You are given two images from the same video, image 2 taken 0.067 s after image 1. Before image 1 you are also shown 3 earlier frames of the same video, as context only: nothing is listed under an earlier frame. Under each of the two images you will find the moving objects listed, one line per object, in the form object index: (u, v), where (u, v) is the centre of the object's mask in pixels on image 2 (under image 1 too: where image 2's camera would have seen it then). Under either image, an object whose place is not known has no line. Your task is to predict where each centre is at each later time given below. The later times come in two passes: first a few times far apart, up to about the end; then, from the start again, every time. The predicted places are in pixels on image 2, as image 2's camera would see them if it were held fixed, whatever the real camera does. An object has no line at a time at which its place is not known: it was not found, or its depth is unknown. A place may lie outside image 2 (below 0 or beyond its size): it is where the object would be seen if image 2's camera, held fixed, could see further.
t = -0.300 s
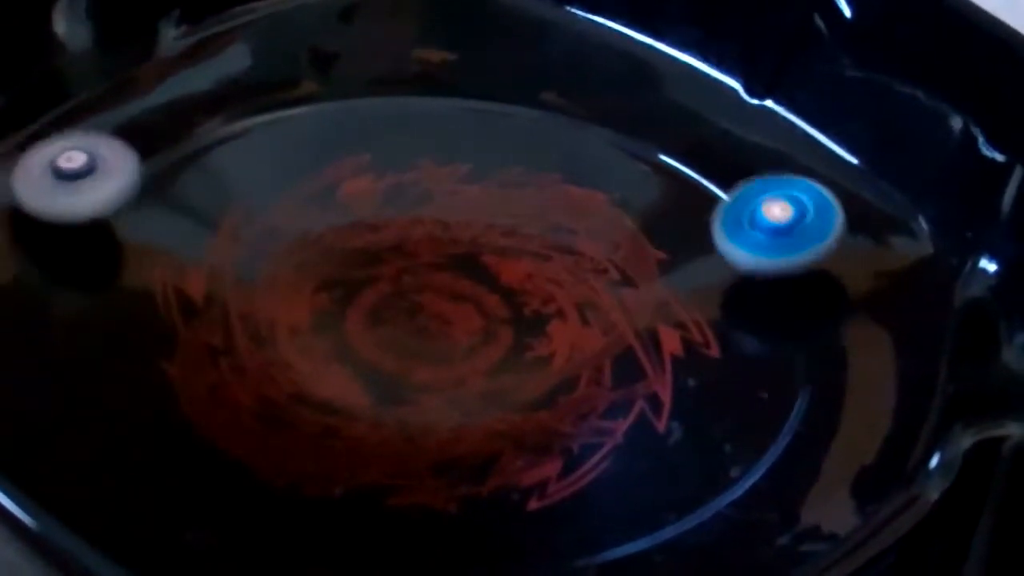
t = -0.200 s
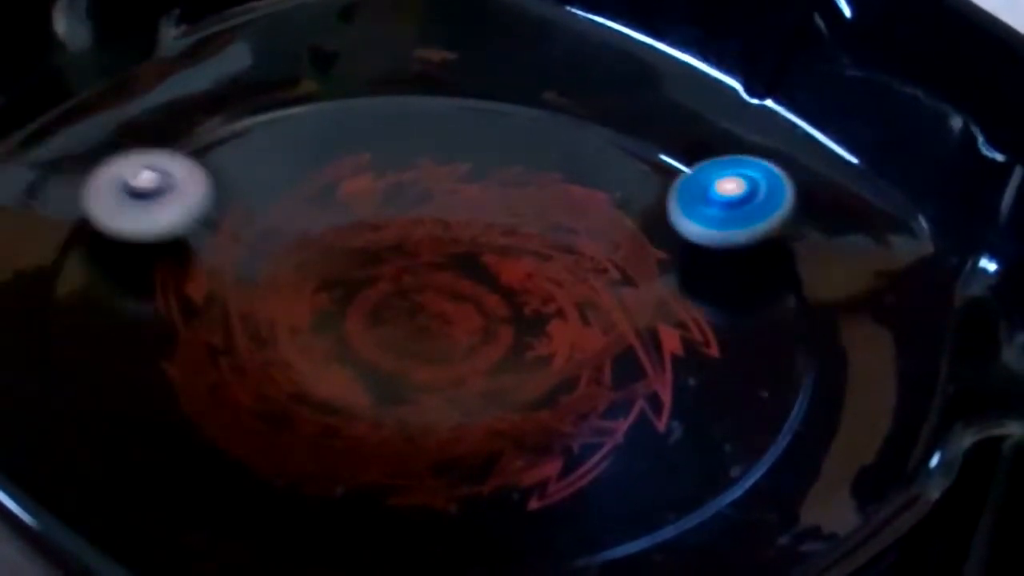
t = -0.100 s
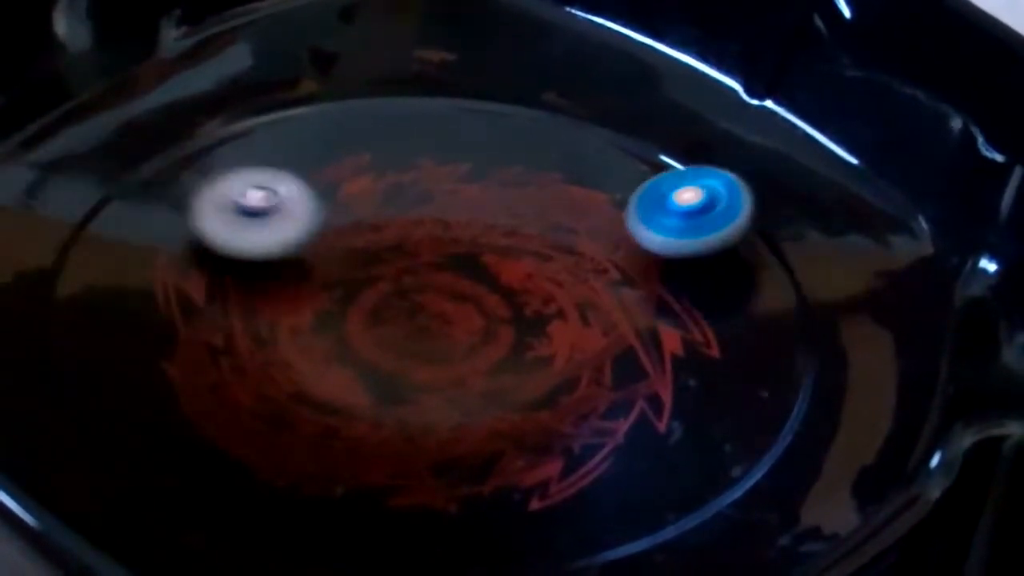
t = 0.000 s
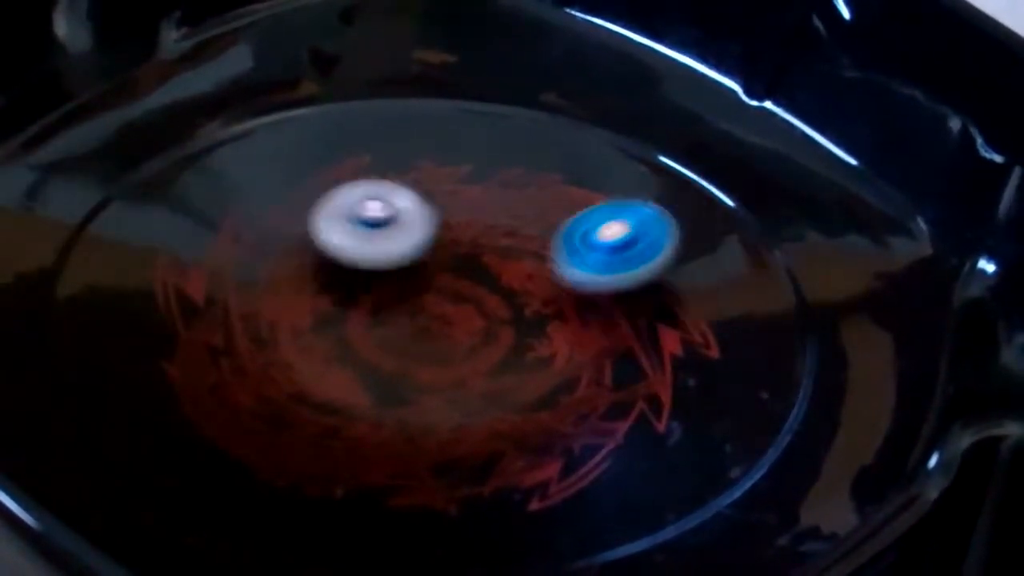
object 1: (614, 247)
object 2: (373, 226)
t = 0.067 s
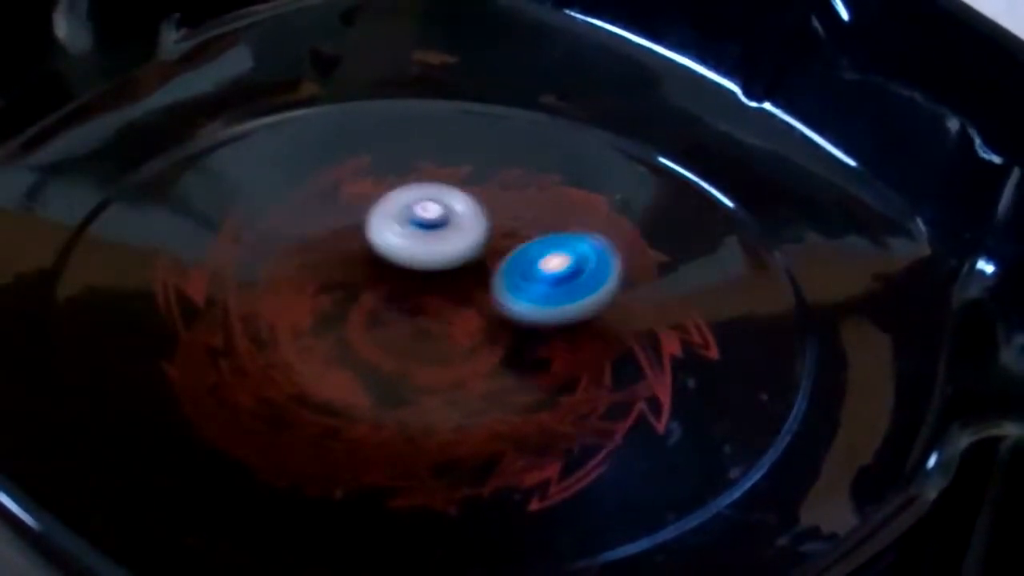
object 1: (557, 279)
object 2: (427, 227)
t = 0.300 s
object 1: (518, 440)
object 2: (486, 237)
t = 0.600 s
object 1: (673, 454)
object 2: (482, 253)
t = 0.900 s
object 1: (483, 405)
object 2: (411, 206)
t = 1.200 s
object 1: (440, 431)
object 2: (396, 112)
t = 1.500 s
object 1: (231, 318)
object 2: (545, 263)
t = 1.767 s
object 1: (161, 359)
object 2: (422, 395)
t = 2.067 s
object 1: (170, 293)
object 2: (541, 405)
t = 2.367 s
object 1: (292, 244)
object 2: (524, 368)
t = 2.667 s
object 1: (321, 146)
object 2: (383, 412)
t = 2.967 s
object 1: (391, 225)
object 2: (313, 305)
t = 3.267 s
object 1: (604, 194)
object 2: (323, 349)
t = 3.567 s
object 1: (478, 230)
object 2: (319, 356)
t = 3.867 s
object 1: (552, 407)
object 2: (338, 355)
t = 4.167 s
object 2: (374, 368)
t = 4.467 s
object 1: (435, 271)
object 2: (359, 411)
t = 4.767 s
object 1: (203, 226)
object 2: (336, 328)
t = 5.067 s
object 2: (476, 285)
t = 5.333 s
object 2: (708, 264)
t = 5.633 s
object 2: (660, 315)
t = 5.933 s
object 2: (649, 295)
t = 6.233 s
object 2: (572, 302)
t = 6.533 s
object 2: (476, 223)
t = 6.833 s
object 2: (457, 201)
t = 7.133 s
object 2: (381, 206)
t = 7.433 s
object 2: (353, 233)
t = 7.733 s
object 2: (243, 281)
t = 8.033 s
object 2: (236, 292)
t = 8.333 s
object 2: (317, 314)
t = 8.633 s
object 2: (474, 363)
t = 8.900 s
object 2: (551, 409)
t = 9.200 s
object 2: (451, 443)
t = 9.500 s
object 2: (409, 304)
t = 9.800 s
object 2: (416, 205)
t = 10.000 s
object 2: (457, 153)
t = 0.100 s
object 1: (537, 298)
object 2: (446, 227)
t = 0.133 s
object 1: (525, 320)
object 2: (459, 229)
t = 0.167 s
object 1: (517, 347)
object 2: (467, 231)
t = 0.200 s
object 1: (510, 376)
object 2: (473, 234)
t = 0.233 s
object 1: (506, 403)
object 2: (479, 236)
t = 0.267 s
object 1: (509, 424)
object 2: (483, 237)
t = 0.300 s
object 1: (518, 440)
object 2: (486, 237)
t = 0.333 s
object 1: (534, 452)
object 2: (486, 238)
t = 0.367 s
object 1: (554, 464)
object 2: (484, 238)
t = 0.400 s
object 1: (576, 474)
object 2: (481, 240)
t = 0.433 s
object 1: (602, 483)
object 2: (479, 242)
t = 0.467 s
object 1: (631, 490)
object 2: (479, 246)
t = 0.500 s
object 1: (656, 477)
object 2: (480, 249)
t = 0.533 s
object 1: (670, 469)
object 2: (482, 251)
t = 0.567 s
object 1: (675, 462)
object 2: (482, 252)
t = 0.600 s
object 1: (673, 454)
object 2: (482, 253)
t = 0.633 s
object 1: (667, 443)
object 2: (479, 254)
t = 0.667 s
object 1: (655, 429)
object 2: (475, 256)
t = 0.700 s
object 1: (636, 413)
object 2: (471, 259)
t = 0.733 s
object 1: (612, 397)
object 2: (468, 263)
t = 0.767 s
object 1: (582, 379)
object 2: (466, 267)
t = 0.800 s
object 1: (548, 361)
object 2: (465, 269)
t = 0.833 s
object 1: (513, 346)
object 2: (461, 270)
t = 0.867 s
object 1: (501, 375)
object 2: (437, 240)
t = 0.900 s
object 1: (483, 405)
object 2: (411, 206)
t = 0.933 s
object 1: (463, 423)
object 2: (390, 176)
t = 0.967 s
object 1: (446, 434)
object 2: (374, 146)
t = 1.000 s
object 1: (439, 441)
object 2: (362, 125)
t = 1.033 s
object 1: (436, 445)
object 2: (356, 112)
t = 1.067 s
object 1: (437, 448)
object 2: (354, 104)
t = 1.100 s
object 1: (438, 448)
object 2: (358, 101)
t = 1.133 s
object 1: (440, 445)
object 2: (367, 101)
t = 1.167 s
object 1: (441, 439)
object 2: (380, 105)
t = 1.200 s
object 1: (440, 431)
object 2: (396, 112)
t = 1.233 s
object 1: (440, 420)
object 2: (416, 120)
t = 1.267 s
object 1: (433, 407)
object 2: (437, 132)
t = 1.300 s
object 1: (418, 390)
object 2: (460, 145)
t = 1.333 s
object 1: (397, 375)
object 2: (483, 160)
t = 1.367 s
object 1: (369, 362)
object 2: (505, 177)
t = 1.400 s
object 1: (335, 350)
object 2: (524, 198)
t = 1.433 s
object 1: (299, 338)
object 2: (537, 219)
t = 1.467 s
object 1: (263, 327)
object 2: (544, 242)
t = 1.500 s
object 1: (231, 318)
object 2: (545, 263)
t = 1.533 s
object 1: (205, 313)
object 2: (542, 283)
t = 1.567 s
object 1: (186, 313)
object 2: (535, 302)
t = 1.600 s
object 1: (170, 316)
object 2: (523, 319)
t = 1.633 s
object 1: (156, 322)
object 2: (507, 335)
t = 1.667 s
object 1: (146, 331)
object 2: (488, 351)
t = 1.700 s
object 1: (140, 341)
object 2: (468, 366)
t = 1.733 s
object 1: (145, 351)
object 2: (446, 380)
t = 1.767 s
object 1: (161, 359)
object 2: (422, 395)
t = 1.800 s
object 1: (187, 366)
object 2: (395, 406)
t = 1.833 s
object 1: (220, 369)
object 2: (370, 413)
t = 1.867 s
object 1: (198, 353)
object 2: (404, 422)
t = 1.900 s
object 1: (182, 338)
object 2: (442, 429)
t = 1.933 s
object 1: (174, 325)
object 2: (475, 430)
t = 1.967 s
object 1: (169, 314)
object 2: (502, 427)
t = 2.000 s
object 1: (166, 306)
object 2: (521, 422)
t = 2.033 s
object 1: (167, 299)
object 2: (534, 413)
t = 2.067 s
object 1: (170, 293)
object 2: (541, 405)
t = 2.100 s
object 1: (175, 287)
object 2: (542, 394)
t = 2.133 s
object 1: (182, 281)
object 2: (540, 384)
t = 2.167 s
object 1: (193, 276)
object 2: (534, 374)
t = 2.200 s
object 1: (204, 273)
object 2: (529, 367)
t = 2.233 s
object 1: (218, 270)
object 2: (524, 362)
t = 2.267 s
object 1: (234, 268)
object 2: (521, 359)
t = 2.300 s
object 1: (255, 263)
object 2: (520, 360)
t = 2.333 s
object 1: (274, 255)
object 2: (521, 363)
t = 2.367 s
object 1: (292, 244)
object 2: (524, 368)
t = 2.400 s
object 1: (307, 232)
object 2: (527, 377)
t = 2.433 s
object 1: (319, 218)
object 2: (527, 386)
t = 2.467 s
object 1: (330, 203)
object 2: (521, 396)
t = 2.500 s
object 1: (336, 187)
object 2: (510, 406)
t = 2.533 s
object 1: (338, 174)
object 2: (493, 413)
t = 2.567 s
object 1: (337, 164)
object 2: (471, 418)
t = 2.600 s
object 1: (333, 156)
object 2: (444, 420)
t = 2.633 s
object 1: (328, 150)
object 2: (414, 418)
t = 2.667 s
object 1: (321, 146)
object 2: (383, 412)
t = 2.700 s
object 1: (314, 143)
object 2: (356, 401)
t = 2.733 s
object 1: (309, 145)
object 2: (332, 387)
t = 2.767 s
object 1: (307, 152)
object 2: (317, 371)
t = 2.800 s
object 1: (308, 162)
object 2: (307, 354)
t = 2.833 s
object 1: (313, 176)
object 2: (304, 338)
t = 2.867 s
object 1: (324, 194)
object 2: (304, 323)
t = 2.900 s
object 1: (341, 213)
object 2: (308, 311)
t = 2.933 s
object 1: (366, 222)
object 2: (313, 302)
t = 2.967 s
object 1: (391, 225)
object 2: (313, 305)
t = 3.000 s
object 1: (424, 226)
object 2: (314, 310)
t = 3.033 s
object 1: (455, 226)
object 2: (316, 316)
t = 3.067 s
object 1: (488, 227)
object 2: (319, 322)
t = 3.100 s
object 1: (521, 228)
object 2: (323, 328)
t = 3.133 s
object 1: (552, 226)
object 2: (325, 333)
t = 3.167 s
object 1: (576, 220)
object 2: (326, 338)
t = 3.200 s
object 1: (593, 211)
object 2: (326, 342)
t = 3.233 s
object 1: (600, 203)
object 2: (324, 345)
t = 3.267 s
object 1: (604, 194)
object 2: (323, 349)
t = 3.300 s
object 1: (603, 186)
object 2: (321, 354)
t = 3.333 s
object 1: (599, 178)
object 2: (320, 359)
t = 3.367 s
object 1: (591, 171)
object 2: (320, 362)
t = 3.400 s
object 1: (576, 169)
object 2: (320, 364)
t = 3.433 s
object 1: (557, 173)
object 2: (321, 364)
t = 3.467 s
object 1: (534, 183)
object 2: (321, 363)
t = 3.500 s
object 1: (511, 196)
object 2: (321, 361)
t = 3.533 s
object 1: (490, 213)
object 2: (320, 358)
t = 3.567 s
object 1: (478, 230)
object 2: (319, 356)
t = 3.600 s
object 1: (473, 246)
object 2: (318, 355)
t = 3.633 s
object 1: (475, 265)
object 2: (317, 355)
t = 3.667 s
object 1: (483, 285)
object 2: (318, 355)
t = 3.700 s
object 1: (491, 306)
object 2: (319, 355)
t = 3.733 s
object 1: (500, 329)
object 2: (323, 356)
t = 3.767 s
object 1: (510, 352)
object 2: (327, 356)
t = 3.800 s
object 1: (519, 375)
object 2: (331, 355)
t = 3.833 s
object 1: (534, 395)
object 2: (336, 355)
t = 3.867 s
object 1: (552, 407)
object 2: (338, 355)
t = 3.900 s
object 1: (576, 413)
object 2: (341, 356)
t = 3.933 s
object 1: (601, 415)
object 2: (343, 357)
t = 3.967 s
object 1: (628, 415)
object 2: (345, 359)
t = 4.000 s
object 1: (655, 412)
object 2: (349, 362)
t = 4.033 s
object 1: (681, 406)
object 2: (354, 364)
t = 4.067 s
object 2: (359, 366)
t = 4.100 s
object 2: (365, 367)
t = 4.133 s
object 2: (370, 368)
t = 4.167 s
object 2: (374, 368)
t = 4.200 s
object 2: (376, 368)
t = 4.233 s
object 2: (378, 369)
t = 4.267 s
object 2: (379, 371)
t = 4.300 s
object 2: (381, 373)
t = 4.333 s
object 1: (532, 301)
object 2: (383, 375)
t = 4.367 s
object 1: (498, 302)
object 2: (387, 377)
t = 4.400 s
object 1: (467, 297)
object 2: (388, 381)
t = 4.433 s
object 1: (453, 280)
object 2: (374, 398)
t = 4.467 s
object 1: (435, 271)
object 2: (359, 411)
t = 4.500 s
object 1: (410, 263)
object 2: (347, 415)
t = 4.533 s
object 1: (382, 250)
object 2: (337, 413)
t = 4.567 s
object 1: (357, 238)
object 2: (329, 407)
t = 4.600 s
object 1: (332, 228)
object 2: (324, 396)
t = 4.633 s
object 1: (307, 219)
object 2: (321, 383)
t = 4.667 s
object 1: (280, 214)
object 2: (319, 368)
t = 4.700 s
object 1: (254, 214)
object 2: (322, 352)
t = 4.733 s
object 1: (227, 219)
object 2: (327, 339)
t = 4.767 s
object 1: (203, 226)
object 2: (336, 328)
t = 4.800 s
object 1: (184, 237)
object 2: (347, 319)
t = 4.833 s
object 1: (169, 251)
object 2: (360, 312)
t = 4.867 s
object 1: (162, 269)
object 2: (374, 305)
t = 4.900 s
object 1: (164, 289)
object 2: (389, 300)
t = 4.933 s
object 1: (177, 309)
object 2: (406, 295)
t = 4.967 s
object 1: (199, 329)
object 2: (423, 291)
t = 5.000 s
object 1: (228, 347)
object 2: (441, 288)
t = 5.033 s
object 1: (263, 360)
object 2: (458, 286)
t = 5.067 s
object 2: (476, 285)
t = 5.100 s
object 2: (494, 284)
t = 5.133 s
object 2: (512, 284)
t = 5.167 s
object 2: (530, 286)
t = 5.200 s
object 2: (548, 288)
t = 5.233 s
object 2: (566, 291)
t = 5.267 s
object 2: (590, 294)
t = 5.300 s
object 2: (653, 279)
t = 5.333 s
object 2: (708, 264)
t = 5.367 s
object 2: (752, 252)
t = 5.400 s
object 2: (784, 245)
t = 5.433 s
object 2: (795, 241)
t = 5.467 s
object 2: (790, 252)
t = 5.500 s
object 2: (772, 262)
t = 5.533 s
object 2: (751, 274)
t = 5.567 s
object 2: (725, 287)
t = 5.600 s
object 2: (695, 301)
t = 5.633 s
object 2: (660, 315)
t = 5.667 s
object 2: (621, 329)
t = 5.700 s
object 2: (581, 339)
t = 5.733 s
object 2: (542, 343)
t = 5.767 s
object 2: (508, 346)
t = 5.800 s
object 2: (485, 346)
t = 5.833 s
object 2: (533, 335)
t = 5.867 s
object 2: (580, 325)
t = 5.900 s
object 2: (620, 311)
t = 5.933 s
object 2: (649, 295)
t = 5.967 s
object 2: (667, 284)
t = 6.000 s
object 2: (673, 277)
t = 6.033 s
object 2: (671, 275)
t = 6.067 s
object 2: (662, 276)
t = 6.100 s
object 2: (650, 280)
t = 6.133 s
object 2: (634, 287)
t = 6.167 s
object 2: (615, 294)
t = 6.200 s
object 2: (594, 299)
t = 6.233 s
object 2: (572, 302)
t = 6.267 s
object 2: (551, 301)
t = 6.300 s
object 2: (533, 299)
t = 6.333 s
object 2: (516, 295)
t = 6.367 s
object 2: (501, 289)
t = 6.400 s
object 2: (491, 278)
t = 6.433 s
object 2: (491, 262)
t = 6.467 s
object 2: (489, 248)
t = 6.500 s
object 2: (483, 234)
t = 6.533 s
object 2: (476, 223)
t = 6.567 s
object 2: (468, 212)
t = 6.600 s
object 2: (459, 203)
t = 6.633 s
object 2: (451, 194)
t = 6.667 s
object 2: (447, 189)
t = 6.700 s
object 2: (445, 187)
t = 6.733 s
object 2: (447, 187)
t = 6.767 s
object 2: (450, 190)
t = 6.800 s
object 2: (454, 195)
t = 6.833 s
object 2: (457, 201)
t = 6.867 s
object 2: (458, 207)
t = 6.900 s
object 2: (456, 213)
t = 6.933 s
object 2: (449, 218)
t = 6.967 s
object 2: (438, 222)
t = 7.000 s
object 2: (424, 224)
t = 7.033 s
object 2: (409, 227)
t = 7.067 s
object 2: (396, 224)
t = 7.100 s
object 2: (387, 215)
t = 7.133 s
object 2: (381, 206)
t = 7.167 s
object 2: (377, 199)
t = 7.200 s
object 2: (375, 196)
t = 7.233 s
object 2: (374, 196)
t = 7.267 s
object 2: (374, 199)
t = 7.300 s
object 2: (373, 204)
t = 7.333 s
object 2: (371, 210)
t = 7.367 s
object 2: (368, 218)
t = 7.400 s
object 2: (362, 226)
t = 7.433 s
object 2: (353, 233)
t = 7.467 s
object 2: (340, 241)
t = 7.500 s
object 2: (326, 247)
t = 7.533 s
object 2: (311, 255)
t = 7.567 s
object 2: (295, 263)
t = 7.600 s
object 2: (280, 269)
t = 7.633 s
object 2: (265, 275)
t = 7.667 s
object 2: (253, 278)
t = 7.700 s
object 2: (246, 280)
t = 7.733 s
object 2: (243, 281)
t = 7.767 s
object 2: (244, 280)
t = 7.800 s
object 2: (249, 279)
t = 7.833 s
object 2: (256, 277)
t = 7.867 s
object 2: (267, 275)
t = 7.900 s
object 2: (278, 277)
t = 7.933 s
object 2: (289, 280)
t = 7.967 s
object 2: (298, 284)
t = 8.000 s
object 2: (264, 290)
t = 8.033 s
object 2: (236, 292)
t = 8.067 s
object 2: (212, 295)
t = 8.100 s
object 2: (203, 299)
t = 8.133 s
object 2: (203, 306)
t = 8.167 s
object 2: (213, 312)
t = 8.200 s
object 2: (231, 316)
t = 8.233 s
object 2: (251, 315)
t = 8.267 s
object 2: (274, 315)
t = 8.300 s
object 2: (297, 313)
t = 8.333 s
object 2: (317, 314)
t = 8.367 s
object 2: (336, 316)
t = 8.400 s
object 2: (352, 319)
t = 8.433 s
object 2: (367, 324)
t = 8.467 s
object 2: (383, 330)
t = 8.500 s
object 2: (400, 337)
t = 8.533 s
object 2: (418, 343)
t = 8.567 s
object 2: (437, 350)
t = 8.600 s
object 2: (454, 357)
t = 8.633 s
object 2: (474, 363)
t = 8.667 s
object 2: (493, 370)
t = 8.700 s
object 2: (512, 376)
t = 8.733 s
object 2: (531, 382)
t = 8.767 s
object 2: (545, 389)
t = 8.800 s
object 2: (555, 395)
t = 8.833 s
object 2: (559, 400)
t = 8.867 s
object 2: (557, 404)
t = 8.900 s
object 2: (551, 409)
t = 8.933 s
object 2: (564, 428)
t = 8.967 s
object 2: (572, 445)
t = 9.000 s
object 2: (570, 458)
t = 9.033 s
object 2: (559, 465)
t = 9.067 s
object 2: (542, 467)
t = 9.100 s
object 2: (520, 467)
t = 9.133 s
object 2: (497, 462)
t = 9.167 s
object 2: (474, 454)
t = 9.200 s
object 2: (451, 443)
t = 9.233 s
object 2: (432, 429)
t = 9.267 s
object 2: (415, 412)
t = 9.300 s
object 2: (404, 393)
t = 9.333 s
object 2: (398, 374)
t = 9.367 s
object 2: (396, 357)
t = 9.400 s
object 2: (397, 342)
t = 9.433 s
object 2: (401, 328)
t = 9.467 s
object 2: (404, 316)
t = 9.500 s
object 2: (409, 304)
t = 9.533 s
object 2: (413, 291)
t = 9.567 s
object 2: (416, 279)
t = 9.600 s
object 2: (418, 268)
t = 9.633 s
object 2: (419, 256)
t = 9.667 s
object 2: (419, 245)
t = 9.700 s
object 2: (419, 235)
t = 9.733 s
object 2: (417, 225)
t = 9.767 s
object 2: (416, 215)
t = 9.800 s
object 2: (416, 205)
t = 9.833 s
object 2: (417, 196)
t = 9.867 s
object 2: (422, 188)
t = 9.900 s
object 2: (428, 181)
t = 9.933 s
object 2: (436, 176)
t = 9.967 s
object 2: (446, 170)
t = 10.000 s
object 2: (457, 153)
